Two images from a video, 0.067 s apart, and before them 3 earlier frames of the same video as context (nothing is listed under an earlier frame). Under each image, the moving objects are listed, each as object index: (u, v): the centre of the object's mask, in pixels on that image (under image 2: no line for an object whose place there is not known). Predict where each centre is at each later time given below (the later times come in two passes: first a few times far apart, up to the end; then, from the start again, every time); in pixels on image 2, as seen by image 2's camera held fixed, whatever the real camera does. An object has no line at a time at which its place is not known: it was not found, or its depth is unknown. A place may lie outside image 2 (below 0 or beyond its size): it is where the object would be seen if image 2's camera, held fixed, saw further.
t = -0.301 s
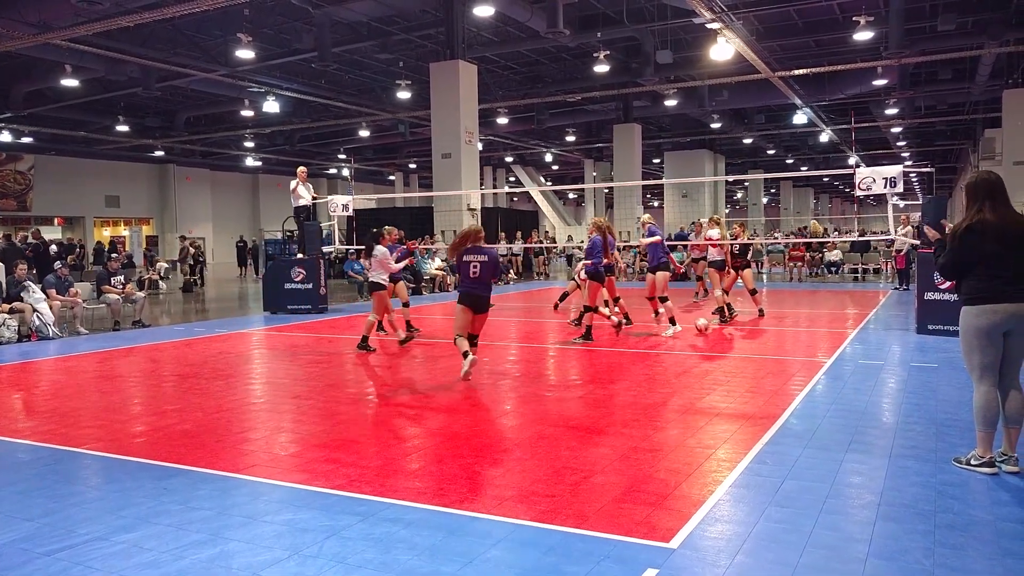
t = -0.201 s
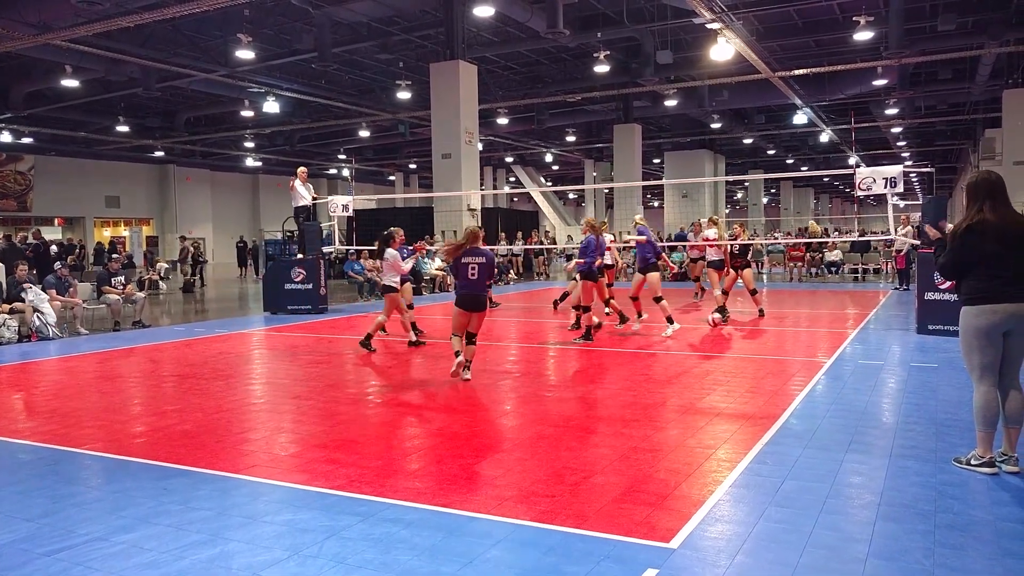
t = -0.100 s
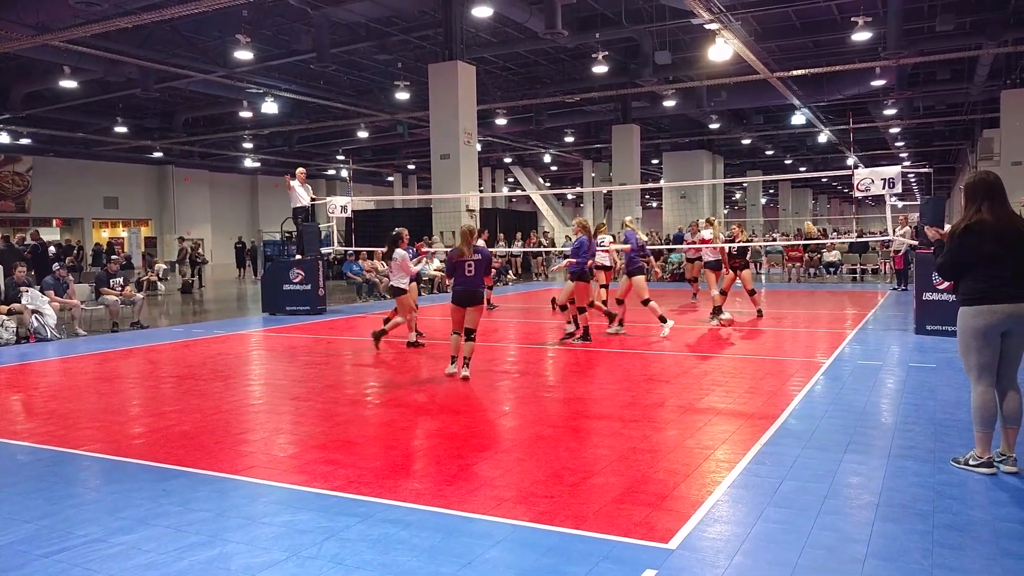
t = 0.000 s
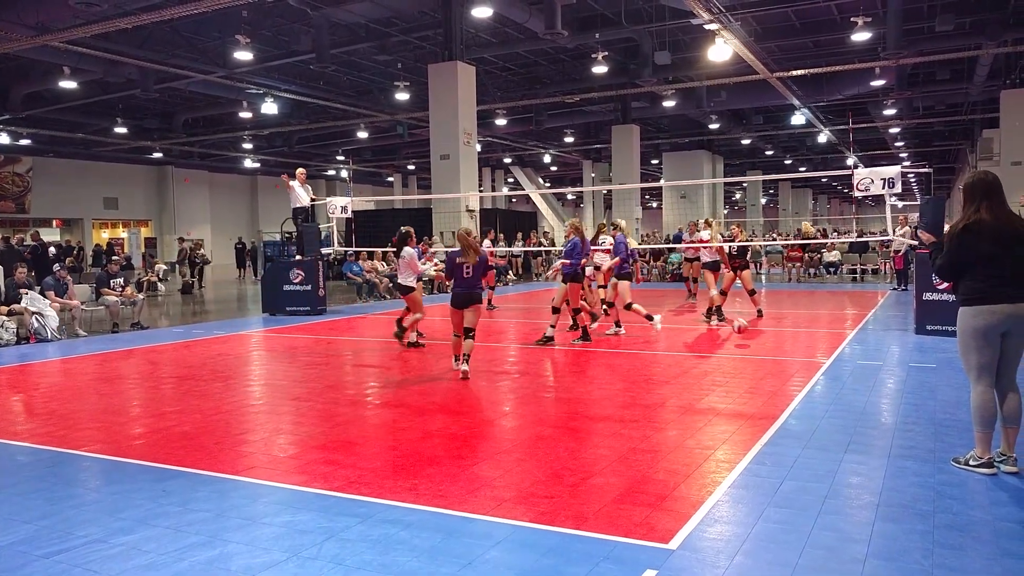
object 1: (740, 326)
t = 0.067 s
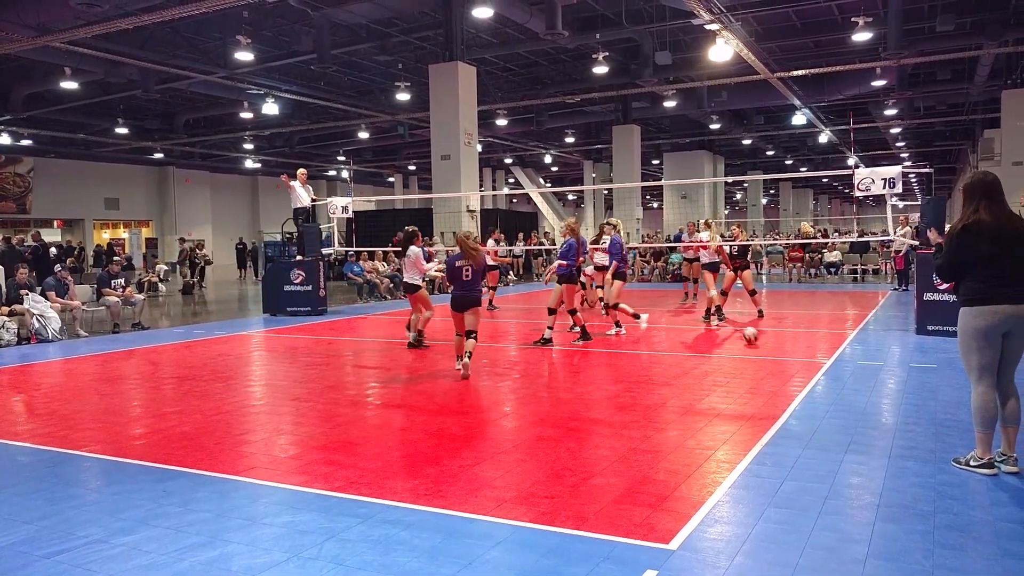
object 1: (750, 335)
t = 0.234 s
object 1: (775, 332)
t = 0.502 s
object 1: (821, 342)
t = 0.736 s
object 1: (866, 352)
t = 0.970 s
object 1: (920, 364)
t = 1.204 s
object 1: (981, 378)
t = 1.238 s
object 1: (986, 381)
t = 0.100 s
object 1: (755, 335)
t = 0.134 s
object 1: (760, 333)
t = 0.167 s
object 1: (766, 331)
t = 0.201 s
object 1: (771, 331)
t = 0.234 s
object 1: (775, 332)
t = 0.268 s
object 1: (781, 333)
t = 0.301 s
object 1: (786, 335)
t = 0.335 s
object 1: (791, 339)
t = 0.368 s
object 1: (797, 343)
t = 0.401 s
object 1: (802, 344)
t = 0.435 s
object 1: (809, 343)
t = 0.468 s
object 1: (815, 342)
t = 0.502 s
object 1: (821, 342)
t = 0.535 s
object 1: (826, 343)
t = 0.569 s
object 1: (833, 345)
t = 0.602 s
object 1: (839, 348)
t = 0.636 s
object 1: (847, 353)
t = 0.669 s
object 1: (854, 354)
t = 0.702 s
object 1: (860, 353)
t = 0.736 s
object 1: (866, 352)
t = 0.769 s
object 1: (874, 352)
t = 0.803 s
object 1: (881, 354)
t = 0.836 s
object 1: (889, 358)
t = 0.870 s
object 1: (897, 362)
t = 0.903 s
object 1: (904, 365)
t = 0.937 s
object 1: (912, 363)
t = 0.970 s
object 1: (920, 364)
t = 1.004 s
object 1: (928, 366)
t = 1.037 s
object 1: (937, 369)
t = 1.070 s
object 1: (946, 373)
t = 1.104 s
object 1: (954, 373)
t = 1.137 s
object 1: (963, 373)
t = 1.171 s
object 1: (972, 374)
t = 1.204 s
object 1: (981, 378)
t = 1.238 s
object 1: (986, 381)
